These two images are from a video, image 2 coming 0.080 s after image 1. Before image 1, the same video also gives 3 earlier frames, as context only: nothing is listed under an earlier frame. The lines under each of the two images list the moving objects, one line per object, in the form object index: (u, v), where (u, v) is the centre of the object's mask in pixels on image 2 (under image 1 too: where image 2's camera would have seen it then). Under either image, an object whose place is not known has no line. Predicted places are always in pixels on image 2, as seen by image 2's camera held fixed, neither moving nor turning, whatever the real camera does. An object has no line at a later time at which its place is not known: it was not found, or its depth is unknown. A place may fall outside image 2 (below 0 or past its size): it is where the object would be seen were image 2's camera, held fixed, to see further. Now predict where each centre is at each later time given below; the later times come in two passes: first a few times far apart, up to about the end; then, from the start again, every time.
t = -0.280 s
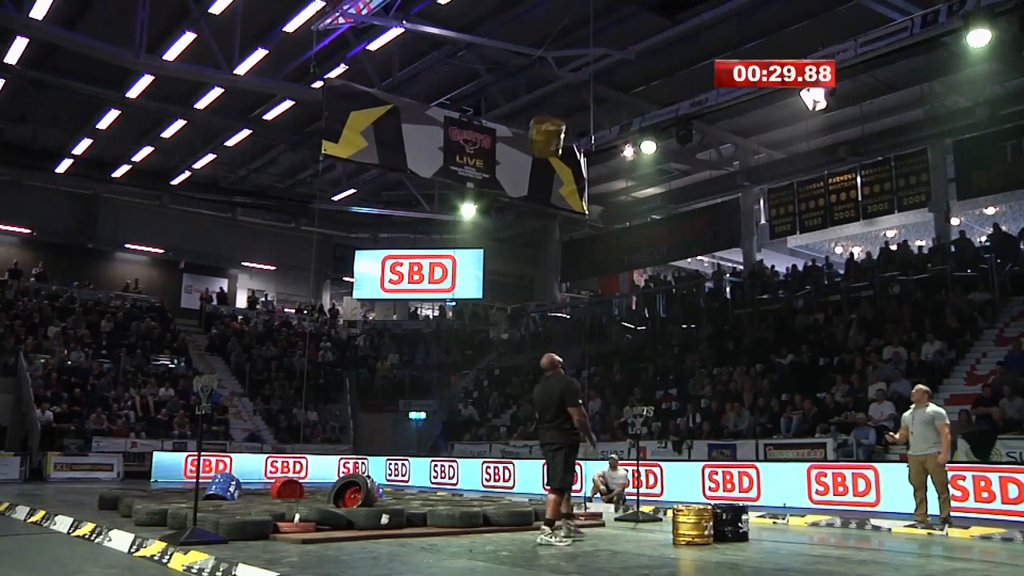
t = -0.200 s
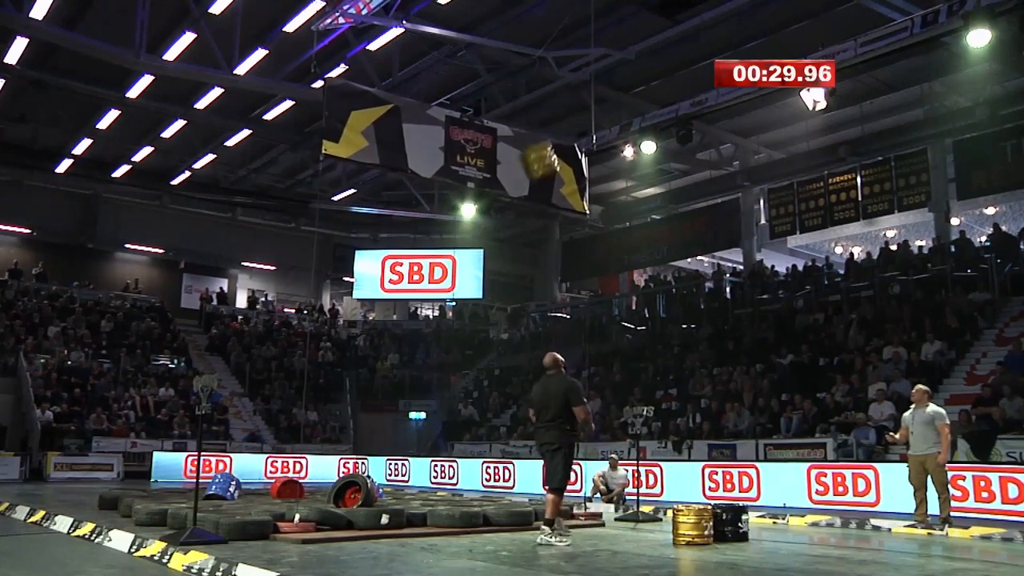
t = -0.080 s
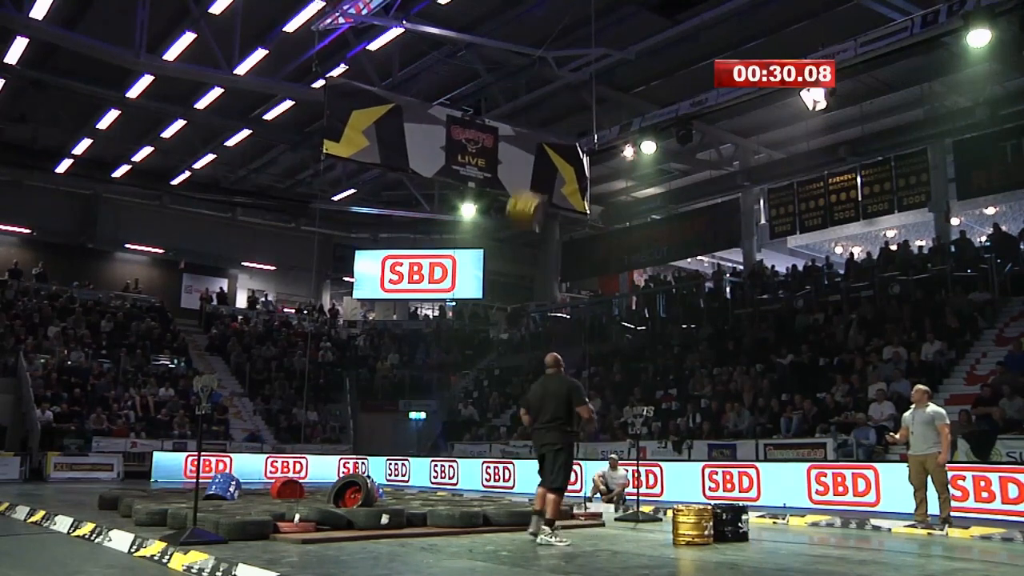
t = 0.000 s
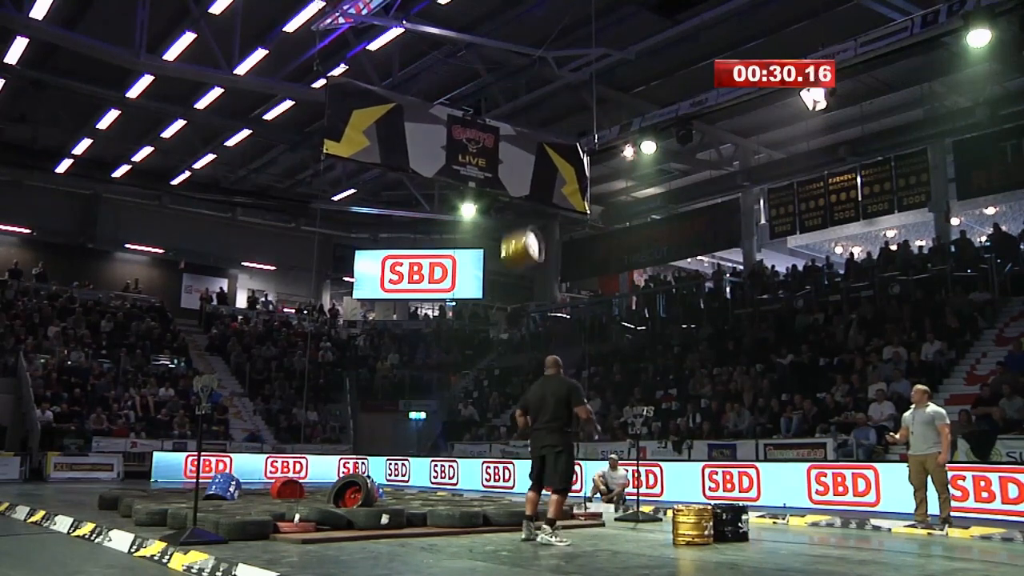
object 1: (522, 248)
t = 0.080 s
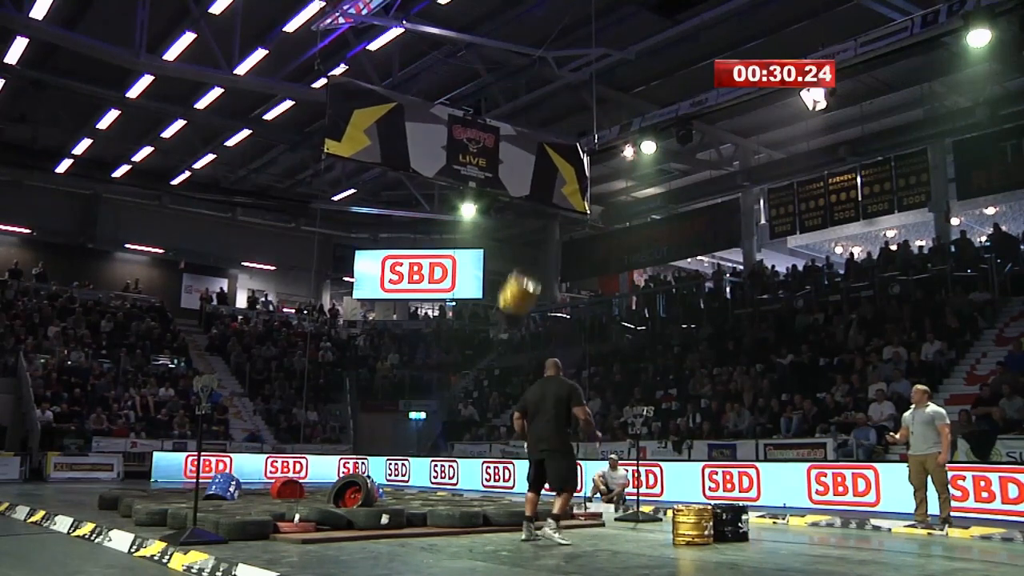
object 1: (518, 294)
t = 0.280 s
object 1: (504, 418)
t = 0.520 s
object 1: (491, 476)
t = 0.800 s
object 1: (471, 463)
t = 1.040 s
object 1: (448, 493)
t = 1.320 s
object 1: (450, 497)
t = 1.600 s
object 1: (450, 496)
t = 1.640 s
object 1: (449, 496)
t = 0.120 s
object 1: (517, 318)
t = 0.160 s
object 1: (515, 341)
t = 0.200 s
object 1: (513, 365)
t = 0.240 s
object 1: (509, 388)
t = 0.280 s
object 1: (504, 418)
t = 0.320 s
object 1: (503, 446)
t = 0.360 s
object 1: (505, 483)
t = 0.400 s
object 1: (502, 497)
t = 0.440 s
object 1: (497, 492)
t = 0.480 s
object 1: (494, 484)
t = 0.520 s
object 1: (491, 476)
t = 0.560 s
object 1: (487, 471)
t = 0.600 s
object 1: (484, 466)
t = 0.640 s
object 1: (481, 463)
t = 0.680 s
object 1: (479, 461)
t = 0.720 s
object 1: (476, 460)
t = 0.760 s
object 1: (473, 461)
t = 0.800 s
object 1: (471, 463)
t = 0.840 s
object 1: (469, 465)
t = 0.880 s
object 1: (465, 469)
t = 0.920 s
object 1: (462, 475)
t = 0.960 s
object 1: (458, 482)
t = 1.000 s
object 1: (453, 488)
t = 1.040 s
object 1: (448, 493)
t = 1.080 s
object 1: (445, 495)
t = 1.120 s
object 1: (444, 496)
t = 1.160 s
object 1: (446, 495)
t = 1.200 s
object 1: (448, 496)
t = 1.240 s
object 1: (449, 496)
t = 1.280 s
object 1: (450, 497)
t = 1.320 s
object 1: (450, 497)
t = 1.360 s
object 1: (450, 496)
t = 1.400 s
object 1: (449, 496)
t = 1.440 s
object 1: (450, 496)
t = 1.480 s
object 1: (449, 496)
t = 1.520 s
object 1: (450, 496)
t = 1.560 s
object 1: (450, 496)
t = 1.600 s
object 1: (450, 496)
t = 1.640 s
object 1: (449, 496)
